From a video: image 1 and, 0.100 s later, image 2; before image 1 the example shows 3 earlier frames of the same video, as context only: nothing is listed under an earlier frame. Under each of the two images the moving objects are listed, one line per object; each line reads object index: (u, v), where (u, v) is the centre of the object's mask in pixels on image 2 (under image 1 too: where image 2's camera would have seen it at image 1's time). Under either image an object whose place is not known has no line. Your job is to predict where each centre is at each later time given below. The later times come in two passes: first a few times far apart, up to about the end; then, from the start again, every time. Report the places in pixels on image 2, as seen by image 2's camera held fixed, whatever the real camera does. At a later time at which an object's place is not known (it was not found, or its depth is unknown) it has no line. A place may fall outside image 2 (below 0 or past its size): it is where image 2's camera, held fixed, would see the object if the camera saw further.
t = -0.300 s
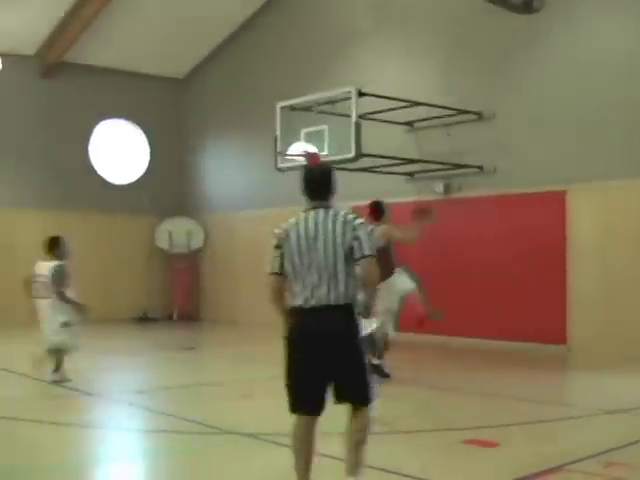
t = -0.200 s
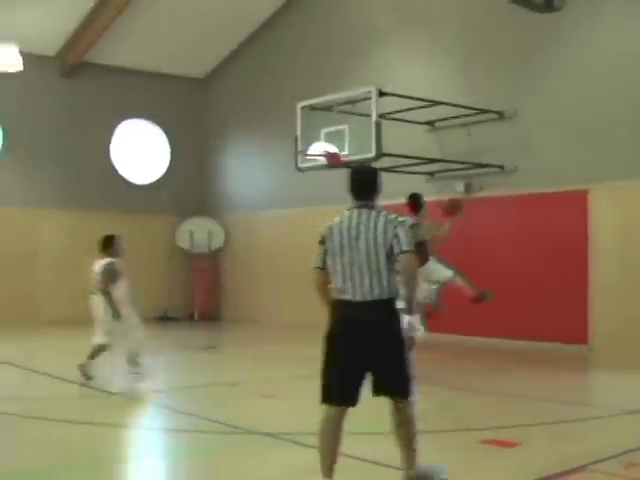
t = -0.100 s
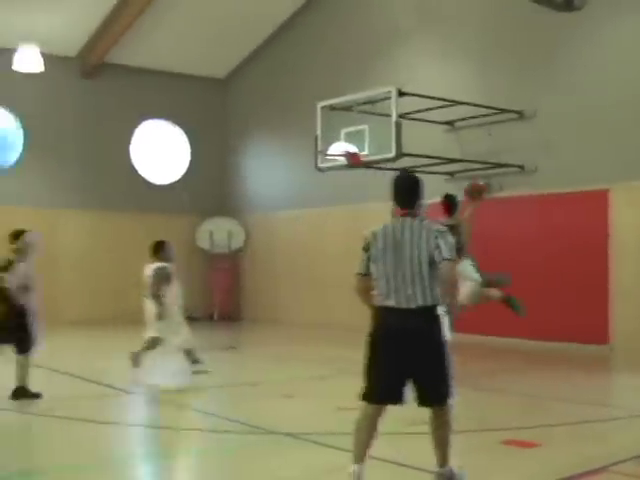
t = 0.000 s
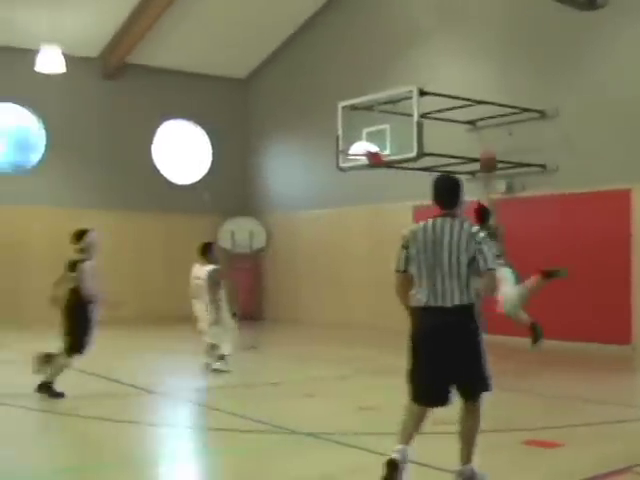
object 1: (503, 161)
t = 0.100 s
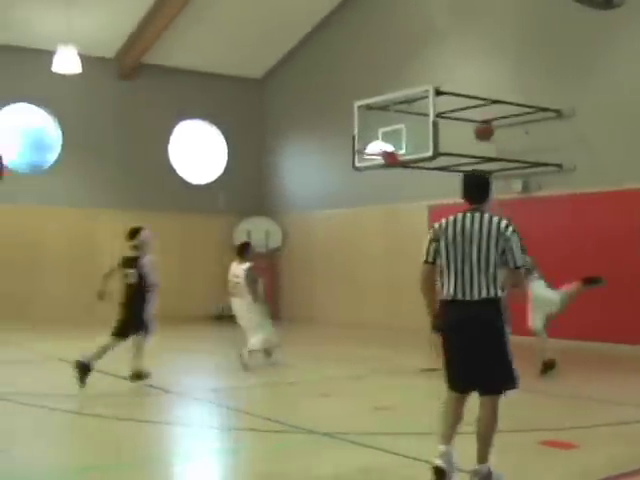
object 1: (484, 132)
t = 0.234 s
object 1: (458, 105)
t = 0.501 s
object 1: (414, 96)
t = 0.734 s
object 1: (380, 126)
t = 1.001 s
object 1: (365, 136)
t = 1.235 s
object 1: (364, 143)
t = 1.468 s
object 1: (373, 146)
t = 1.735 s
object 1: (379, 161)
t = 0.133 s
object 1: (476, 124)
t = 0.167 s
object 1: (470, 117)
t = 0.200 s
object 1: (463, 112)
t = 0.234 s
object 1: (458, 105)
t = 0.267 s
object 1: (452, 102)
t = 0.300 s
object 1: (445, 98)
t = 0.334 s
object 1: (441, 96)
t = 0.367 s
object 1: (435, 94)
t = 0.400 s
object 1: (430, 93)
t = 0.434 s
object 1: (424, 94)
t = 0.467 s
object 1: (419, 95)
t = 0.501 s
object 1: (414, 96)
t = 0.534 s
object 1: (409, 97)
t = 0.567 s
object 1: (404, 100)
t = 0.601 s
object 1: (397, 105)
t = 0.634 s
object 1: (394, 110)
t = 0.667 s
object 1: (389, 114)
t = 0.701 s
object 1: (384, 118)
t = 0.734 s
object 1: (380, 126)
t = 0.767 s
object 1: (375, 133)
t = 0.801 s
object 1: (370, 139)
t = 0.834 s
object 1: (369, 139)
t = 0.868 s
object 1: (368, 138)
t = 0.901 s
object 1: (368, 137)
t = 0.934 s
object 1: (367, 136)
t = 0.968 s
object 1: (366, 136)
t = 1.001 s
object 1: (365, 136)
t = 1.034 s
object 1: (365, 137)
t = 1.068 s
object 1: (363, 139)
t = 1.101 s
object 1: (362, 141)
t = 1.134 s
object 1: (362, 145)
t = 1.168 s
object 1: (362, 144)
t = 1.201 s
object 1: (363, 144)
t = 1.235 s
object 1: (364, 143)
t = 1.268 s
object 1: (366, 143)
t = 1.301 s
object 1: (367, 143)
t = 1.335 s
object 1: (368, 145)
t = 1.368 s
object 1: (369, 146)
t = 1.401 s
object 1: (370, 146)
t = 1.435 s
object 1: (372, 146)
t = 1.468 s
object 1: (373, 146)
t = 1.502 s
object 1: (375, 146)
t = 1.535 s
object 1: (377, 148)
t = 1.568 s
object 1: (377, 150)
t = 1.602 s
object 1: (377, 151)
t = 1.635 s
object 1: (378, 153)
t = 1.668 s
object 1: (378, 156)
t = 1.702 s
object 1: (379, 159)
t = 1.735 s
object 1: (379, 161)
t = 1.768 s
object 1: (376, 166)
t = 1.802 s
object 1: (376, 170)
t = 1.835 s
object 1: (376, 172)
